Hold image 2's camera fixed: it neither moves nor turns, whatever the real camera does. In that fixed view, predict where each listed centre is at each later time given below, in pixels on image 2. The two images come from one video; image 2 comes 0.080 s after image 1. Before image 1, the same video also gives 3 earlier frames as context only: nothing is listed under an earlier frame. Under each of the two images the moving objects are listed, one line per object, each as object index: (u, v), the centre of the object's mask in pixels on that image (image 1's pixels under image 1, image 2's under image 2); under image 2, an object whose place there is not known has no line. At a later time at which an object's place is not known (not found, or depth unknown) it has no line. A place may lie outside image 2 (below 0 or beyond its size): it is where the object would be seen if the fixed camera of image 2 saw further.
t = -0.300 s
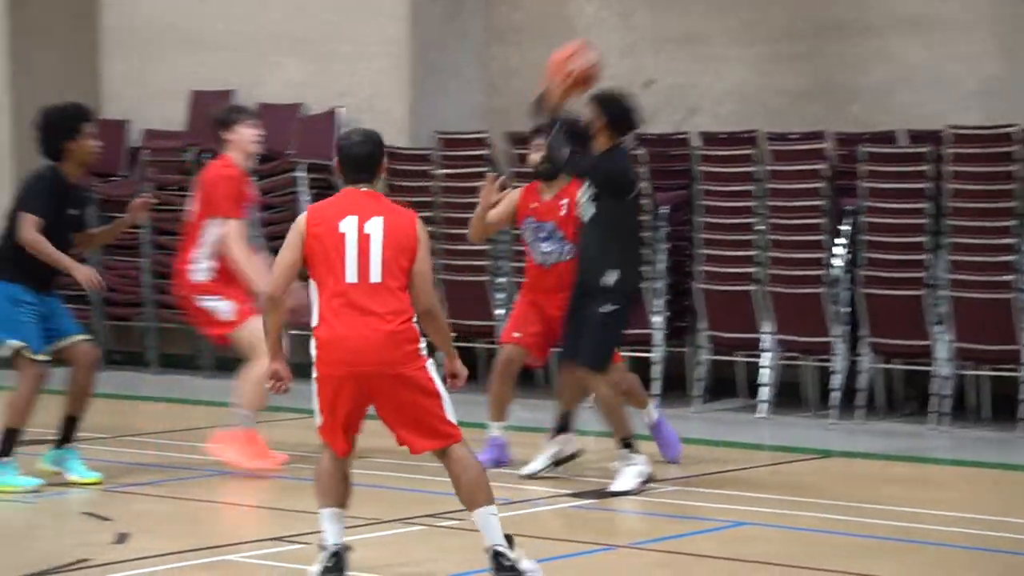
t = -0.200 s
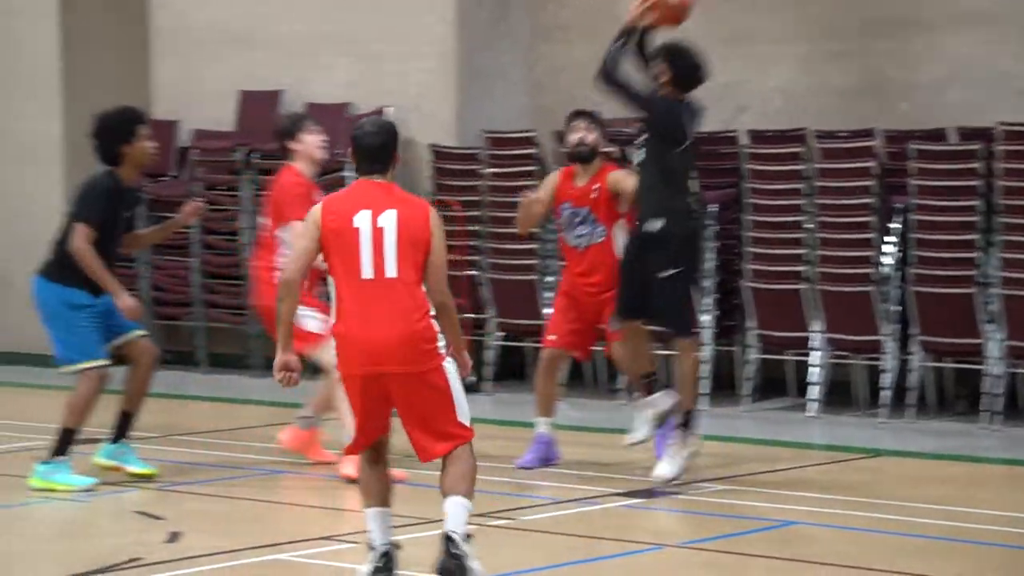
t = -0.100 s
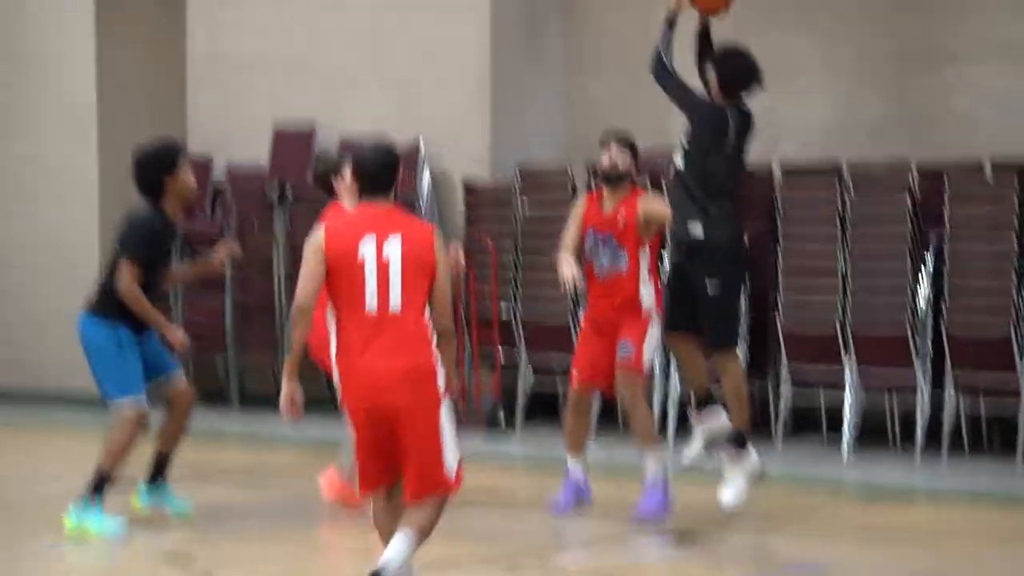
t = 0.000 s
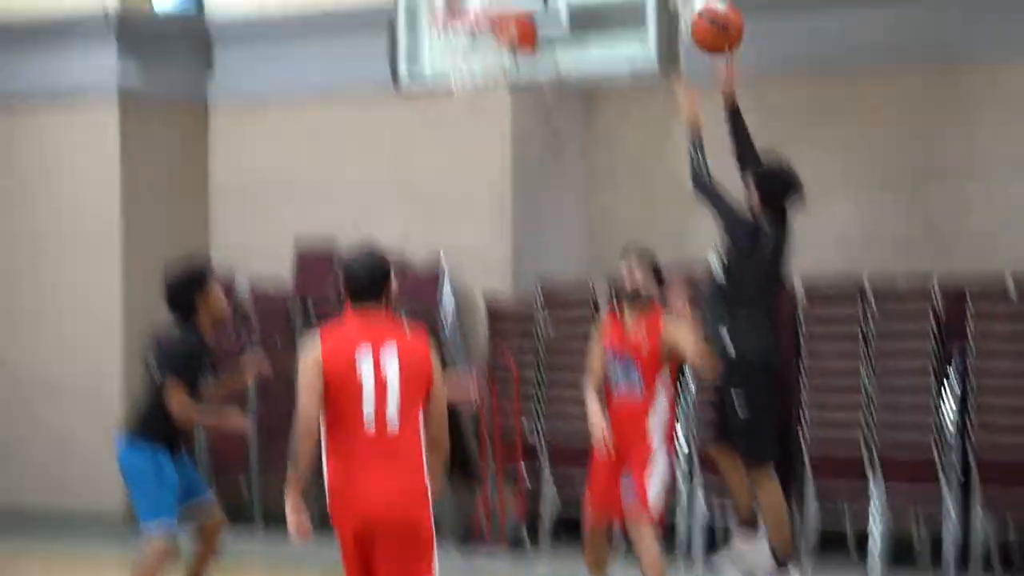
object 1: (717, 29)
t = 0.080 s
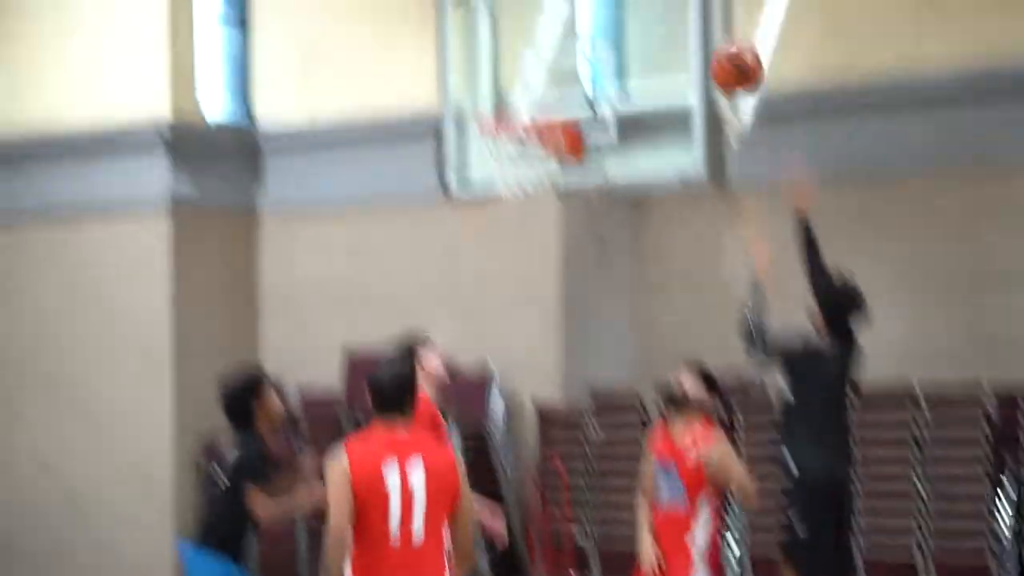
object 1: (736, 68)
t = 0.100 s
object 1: (730, 58)
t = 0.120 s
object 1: (724, 48)
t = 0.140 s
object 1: (718, 38)
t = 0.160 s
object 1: (711, 27)
